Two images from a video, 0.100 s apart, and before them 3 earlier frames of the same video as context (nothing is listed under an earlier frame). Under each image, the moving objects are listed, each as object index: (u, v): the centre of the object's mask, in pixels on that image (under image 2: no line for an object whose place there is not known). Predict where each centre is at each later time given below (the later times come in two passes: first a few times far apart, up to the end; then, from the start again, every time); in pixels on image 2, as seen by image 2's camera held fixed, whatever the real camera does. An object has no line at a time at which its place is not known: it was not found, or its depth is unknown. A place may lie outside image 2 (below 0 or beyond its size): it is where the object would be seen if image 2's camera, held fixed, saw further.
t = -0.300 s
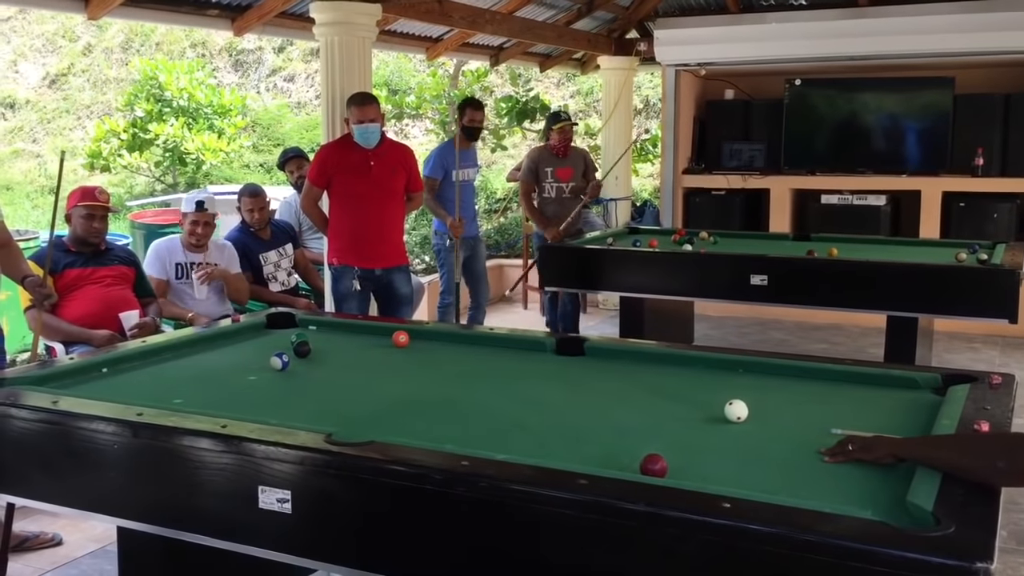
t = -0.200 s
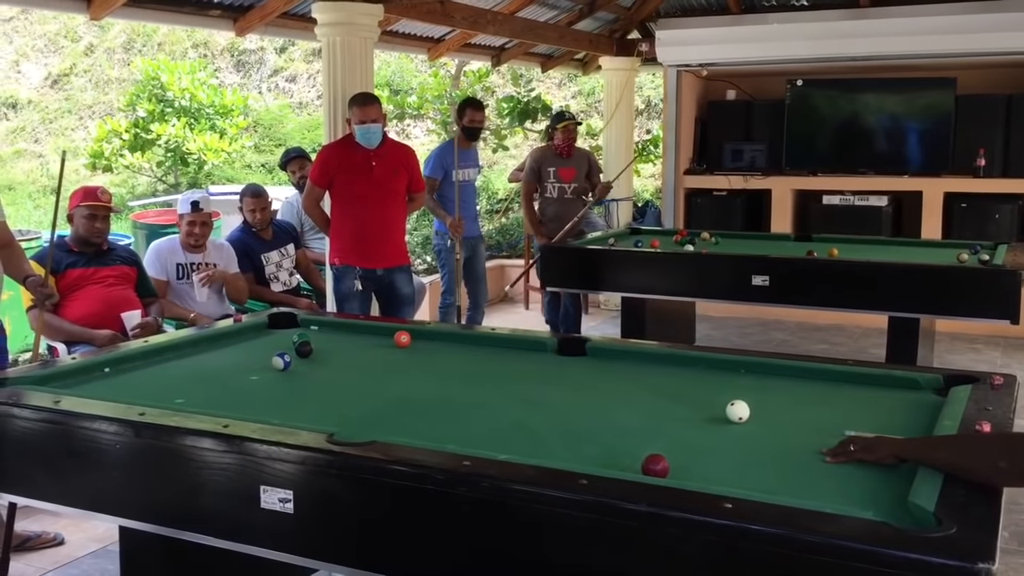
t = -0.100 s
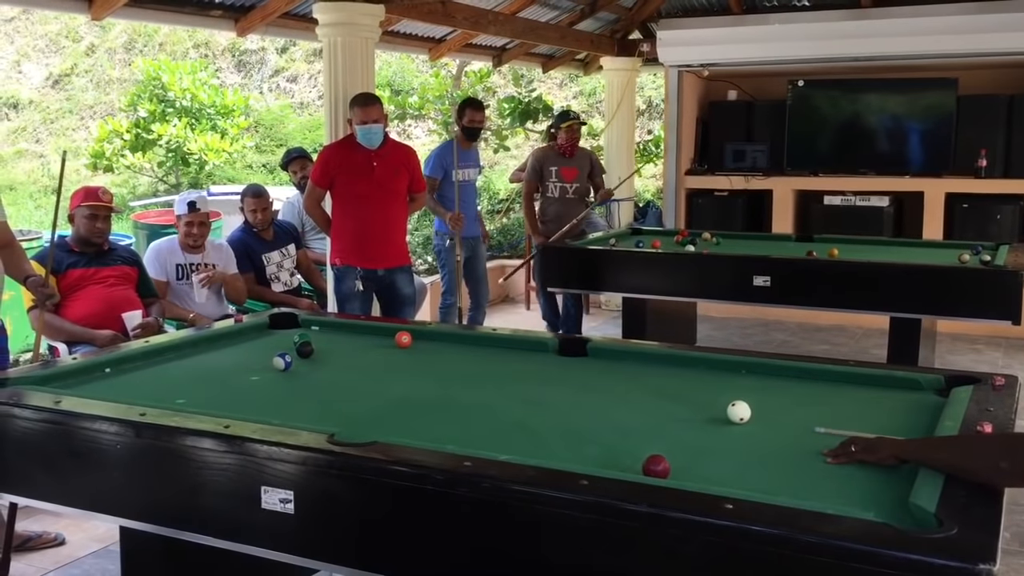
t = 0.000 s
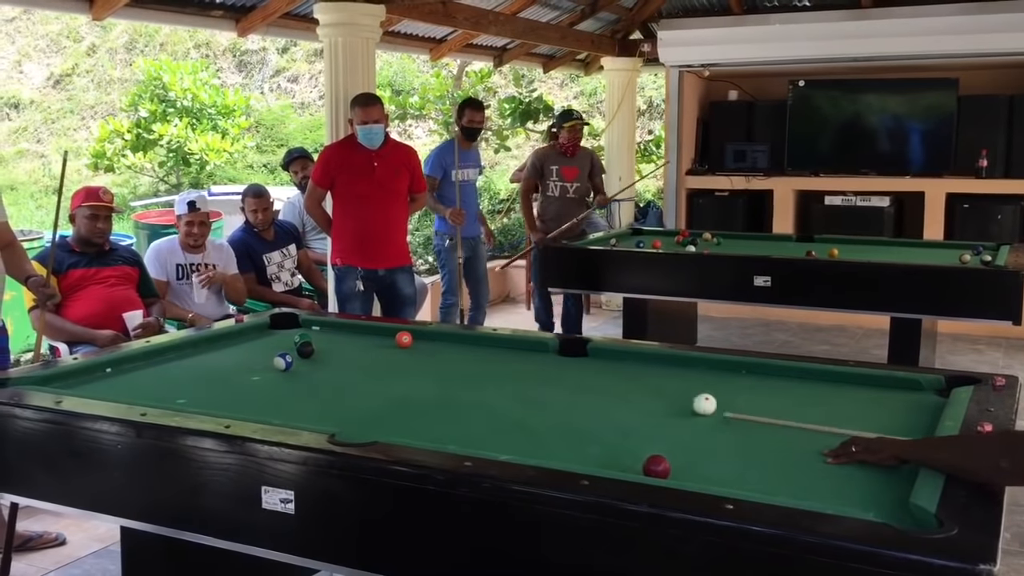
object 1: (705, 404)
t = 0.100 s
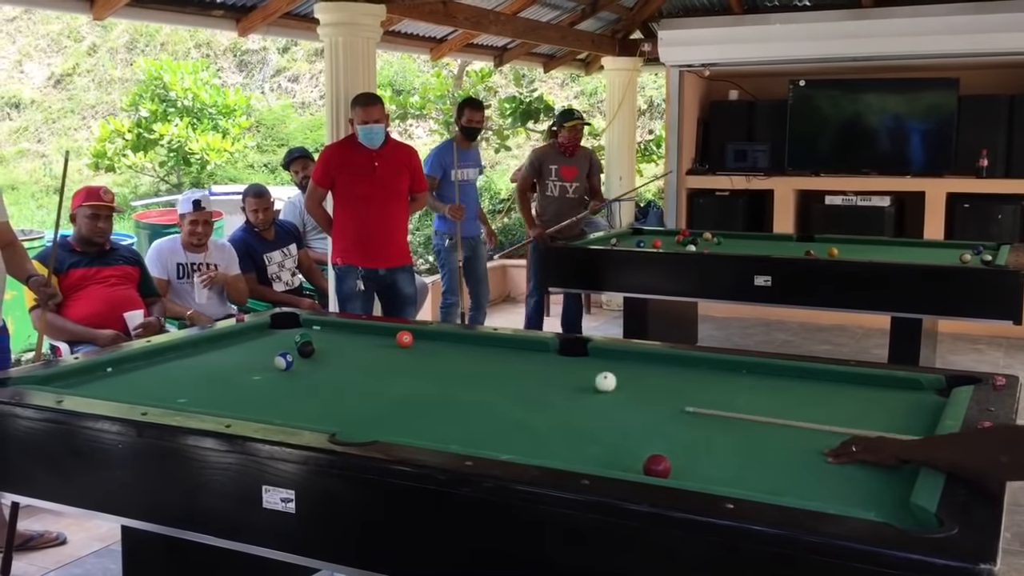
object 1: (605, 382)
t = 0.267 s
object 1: (486, 355)
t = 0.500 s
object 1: (421, 338)
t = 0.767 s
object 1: (427, 335)
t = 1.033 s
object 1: (420, 336)
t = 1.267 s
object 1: (415, 338)
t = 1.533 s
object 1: (410, 339)
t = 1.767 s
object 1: (407, 340)
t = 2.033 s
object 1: (403, 340)
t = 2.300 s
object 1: (401, 341)
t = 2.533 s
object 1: (401, 341)
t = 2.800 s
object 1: (400, 341)
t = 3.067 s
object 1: (401, 341)
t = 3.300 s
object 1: (400, 341)
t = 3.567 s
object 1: (401, 341)
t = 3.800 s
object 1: (401, 341)
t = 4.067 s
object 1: (401, 341)
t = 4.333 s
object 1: (401, 341)
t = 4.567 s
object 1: (401, 341)
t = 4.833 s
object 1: (401, 341)
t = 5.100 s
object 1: (401, 341)
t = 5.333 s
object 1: (401, 341)
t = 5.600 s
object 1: (401, 341)
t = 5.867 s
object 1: (401, 341)
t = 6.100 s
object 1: (401, 341)
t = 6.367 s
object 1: (401, 341)
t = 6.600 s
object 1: (401, 341)
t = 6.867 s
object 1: (401, 341)
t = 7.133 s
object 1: (401, 341)
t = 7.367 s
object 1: (401, 341)
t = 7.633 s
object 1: (401, 341)
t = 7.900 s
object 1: (401, 341)
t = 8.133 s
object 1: (401, 341)
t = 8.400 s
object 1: (401, 341)
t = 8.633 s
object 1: (401, 341)
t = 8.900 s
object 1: (401, 341)
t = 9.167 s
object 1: (401, 341)
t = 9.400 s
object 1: (401, 341)
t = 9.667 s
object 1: (401, 341)
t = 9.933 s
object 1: (401, 341)
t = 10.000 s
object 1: (401, 341)
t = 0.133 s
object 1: (577, 375)
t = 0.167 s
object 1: (552, 370)
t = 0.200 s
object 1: (528, 365)
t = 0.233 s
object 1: (506, 360)
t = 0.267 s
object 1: (486, 355)
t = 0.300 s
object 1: (467, 351)
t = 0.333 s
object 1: (449, 347)
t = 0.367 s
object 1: (433, 344)
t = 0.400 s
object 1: (418, 340)
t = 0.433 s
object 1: (419, 340)
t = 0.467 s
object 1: (420, 339)
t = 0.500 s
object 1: (421, 338)
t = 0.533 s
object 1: (422, 338)
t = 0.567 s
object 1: (423, 337)
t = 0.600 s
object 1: (424, 337)
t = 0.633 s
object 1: (425, 336)
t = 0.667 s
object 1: (426, 335)
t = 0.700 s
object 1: (427, 335)
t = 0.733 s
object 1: (428, 334)
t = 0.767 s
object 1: (427, 335)
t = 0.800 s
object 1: (426, 335)
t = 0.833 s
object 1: (425, 335)
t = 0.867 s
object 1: (424, 335)
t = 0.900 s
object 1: (424, 336)
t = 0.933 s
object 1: (423, 336)
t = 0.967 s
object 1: (422, 336)
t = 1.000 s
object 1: (421, 336)
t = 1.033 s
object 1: (420, 336)
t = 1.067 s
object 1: (420, 337)
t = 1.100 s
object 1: (419, 337)
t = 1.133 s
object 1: (418, 337)
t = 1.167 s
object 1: (418, 337)
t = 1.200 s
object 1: (417, 337)
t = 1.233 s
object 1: (416, 338)
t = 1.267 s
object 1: (415, 338)
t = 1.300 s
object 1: (415, 338)
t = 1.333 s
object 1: (414, 338)
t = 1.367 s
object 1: (413, 338)
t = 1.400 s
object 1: (412, 339)
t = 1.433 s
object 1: (412, 339)
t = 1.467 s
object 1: (411, 339)
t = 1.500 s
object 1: (411, 339)
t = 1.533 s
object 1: (410, 339)
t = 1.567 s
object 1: (410, 339)
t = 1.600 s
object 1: (409, 339)
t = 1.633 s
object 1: (409, 339)
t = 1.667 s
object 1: (408, 340)
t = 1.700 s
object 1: (408, 340)
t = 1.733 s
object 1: (407, 340)
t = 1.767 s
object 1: (407, 340)
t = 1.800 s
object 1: (406, 340)
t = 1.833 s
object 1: (406, 340)
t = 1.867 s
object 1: (405, 340)
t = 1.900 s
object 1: (405, 340)
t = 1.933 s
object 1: (404, 340)
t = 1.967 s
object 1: (404, 340)
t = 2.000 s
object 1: (404, 340)
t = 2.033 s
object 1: (403, 340)
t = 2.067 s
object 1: (403, 340)
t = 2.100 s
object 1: (403, 340)
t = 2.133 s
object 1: (402, 340)
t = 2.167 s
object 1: (402, 340)
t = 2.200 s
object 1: (402, 340)
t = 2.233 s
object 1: (402, 340)
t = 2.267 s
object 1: (401, 341)
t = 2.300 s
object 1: (401, 341)
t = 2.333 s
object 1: (401, 341)
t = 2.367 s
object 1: (401, 341)
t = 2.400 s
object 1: (401, 341)
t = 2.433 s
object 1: (401, 341)
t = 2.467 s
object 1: (400, 341)
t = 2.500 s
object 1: (400, 341)
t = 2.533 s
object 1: (401, 341)
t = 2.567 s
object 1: (401, 341)
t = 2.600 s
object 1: (401, 341)
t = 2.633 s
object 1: (401, 341)
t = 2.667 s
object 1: (400, 341)
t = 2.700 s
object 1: (400, 341)
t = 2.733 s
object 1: (400, 341)
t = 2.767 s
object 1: (400, 341)
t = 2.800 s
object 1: (400, 341)
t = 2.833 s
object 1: (400, 341)
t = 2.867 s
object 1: (400, 341)
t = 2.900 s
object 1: (400, 341)
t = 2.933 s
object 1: (400, 341)
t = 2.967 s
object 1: (401, 340)
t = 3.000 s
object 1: (401, 341)
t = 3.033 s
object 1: (401, 340)
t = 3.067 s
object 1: (401, 341)
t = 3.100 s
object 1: (401, 341)
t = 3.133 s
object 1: (401, 341)
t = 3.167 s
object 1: (401, 341)
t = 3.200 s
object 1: (400, 341)
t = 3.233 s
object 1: (400, 341)
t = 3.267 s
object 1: (400, 341)
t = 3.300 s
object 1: (400, 341)
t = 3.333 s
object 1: (401, 341)
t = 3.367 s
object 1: (400, 341)
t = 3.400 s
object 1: (400, 341)
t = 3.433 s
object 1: (400, 341)
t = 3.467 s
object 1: (400, 341)
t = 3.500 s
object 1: (400, 341)
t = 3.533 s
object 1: (401, 340)
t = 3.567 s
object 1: (401, 341)
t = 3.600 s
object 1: (400, 341)
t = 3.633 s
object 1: (401, 341)
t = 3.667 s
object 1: (401, 341)
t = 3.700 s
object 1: (401, 341)
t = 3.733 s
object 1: (400, 341)
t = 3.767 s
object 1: (400, 341)
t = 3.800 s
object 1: (401, 341)
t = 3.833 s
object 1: (401, 341)
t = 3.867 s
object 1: (401, 341)
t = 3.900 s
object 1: (400, 341)
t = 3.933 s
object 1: (401, 341)
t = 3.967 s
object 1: (401, 341)
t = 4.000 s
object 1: (401, 341)
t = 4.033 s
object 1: (401, 341)
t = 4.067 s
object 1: (401, 341)
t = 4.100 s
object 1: (401, 341)
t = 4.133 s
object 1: (401, 341)
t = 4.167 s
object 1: (401, 341)
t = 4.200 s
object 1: (400, 341)
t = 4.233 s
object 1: (401, 341)
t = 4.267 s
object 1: (401, 341)
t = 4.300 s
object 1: (401, 341)
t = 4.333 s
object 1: (401, 341)
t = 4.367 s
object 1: (401, 341)
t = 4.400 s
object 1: (401, 341)
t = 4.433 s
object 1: (401, 341)
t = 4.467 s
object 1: (401, 341)
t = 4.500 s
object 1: (401, 341)
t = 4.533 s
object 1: (401, 341)
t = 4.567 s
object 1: (401, 341)
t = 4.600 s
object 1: (401, 341)
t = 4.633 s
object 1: (401, 341)
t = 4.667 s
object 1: (401, 341)
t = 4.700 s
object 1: (401, 341)
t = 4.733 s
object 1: (401, 341)
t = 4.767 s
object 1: (401, 341)
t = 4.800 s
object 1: (401, 341)
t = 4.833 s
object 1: (401, 341)
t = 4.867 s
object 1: (401, 341)
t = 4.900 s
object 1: (401, 341)
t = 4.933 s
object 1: (401, 341)
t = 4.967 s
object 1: (401, 341)
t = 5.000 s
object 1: (401, 341)
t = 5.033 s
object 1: (401, 341)
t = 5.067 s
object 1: (401, 341)
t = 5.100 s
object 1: (401, 341)
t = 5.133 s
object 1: (401, 341)
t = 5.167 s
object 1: (401, 341)
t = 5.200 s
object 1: (401, 341)
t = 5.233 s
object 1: (401, 341)
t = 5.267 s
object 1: (401, 341)
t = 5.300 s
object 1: (401, 341)
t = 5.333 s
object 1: (401, 341)
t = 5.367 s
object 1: (401, 341)
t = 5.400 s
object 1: (401, 341)
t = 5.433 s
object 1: (401, 341)
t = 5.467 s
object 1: (401, 341)
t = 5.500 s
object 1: (401, 341)
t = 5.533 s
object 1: (401, 341)
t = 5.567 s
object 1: (401, 341)
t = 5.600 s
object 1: (401, 341)
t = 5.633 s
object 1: (401, 341)
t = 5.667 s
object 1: (401, 341)
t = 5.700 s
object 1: (401, 341)
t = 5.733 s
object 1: (401, 341)
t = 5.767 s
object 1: (401, 341)
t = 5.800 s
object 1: (401, 341)
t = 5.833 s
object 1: (401, 341)
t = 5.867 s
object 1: (401, 341)
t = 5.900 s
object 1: (401, 341)
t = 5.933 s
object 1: (401, 341)
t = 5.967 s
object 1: (401, 341)
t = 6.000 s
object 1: (401, 341)
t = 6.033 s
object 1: (401, 341)
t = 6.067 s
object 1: (401, 341)
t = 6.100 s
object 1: (401, 341)
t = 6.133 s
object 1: (401, 341)
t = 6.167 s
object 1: (401, 341)
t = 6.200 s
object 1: (401, 341)
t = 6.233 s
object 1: (401, 341)
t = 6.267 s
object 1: (401, 341)
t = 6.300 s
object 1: (401, 341)
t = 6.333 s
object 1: (401, 341)
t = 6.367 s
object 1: (401, 341)
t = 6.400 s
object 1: (401, 341)
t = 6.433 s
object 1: (401, 341)
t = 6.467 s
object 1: (401, 341)
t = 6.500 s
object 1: (401, 341)
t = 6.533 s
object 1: (401, 341)
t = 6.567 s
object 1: (401, 341)
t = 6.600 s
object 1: (401, 341)
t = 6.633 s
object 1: (401, 341)
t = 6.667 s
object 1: (401, 341)
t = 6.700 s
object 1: (401, 341)
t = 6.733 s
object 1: (401, 341)
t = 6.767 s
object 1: (401, 341)
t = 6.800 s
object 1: (401, 341)
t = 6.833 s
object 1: (401, 341)
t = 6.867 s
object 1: (401, 341)
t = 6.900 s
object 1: (401, 341)
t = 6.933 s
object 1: (401, 341)
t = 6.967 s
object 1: (401, 341)
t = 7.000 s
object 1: (401, 341)
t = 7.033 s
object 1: (401, 341)
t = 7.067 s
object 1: (401, 341)
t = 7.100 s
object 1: (401, 341)
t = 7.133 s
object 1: (401, 341)
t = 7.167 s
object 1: (401, 341)
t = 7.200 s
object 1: (401, 341)
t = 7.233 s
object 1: (401, 341)
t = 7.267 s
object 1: (401, 341)
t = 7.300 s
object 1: (401, 341)
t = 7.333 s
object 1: (401, 341)
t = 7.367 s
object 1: (401, 341)
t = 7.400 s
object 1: (401, 341)
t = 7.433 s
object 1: (401, 341)
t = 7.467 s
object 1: (401, 341)
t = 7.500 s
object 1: (401, 341)
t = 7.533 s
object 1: (401, 341)
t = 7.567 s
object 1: (401, 341)
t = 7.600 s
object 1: (401, 341)
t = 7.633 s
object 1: (401, 341)
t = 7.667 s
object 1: (401, 341)
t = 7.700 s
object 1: (401, 341)
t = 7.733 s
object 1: (401, 341)
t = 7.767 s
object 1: (401, 341)
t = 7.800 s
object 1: (401, 341)
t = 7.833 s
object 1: (401, 341)
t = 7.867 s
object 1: (401, 341)
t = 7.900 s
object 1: (401, 341)
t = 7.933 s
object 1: (401, 341)
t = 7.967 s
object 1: (401, 341)
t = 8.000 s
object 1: (401, 341)
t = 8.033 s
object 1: (401, 341)
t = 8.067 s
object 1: (401, 341)
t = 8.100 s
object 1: (401, 341)
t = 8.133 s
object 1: (401, 341)
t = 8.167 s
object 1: (401, 341)
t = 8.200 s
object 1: (401, 341)
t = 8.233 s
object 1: (401, 341)
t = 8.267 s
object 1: (401, 341)
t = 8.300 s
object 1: (401, 341)
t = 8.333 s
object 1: (401, 341)
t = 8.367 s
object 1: (401, 341)
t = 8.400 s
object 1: (401, 341)
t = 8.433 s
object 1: (401, 341)
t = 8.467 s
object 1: (401, 341)
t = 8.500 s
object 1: (401, 341)
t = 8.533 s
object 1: (401, 341)
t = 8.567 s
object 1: (401, 341)
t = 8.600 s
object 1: (401, 341)
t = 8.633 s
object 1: (401, 341)
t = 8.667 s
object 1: (401, 341)
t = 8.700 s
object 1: (401, 341)
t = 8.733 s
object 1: (400, 341)
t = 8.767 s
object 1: (401, 341)
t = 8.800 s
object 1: (401, 341)
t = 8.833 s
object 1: (401, 341)
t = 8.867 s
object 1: (401, 341)
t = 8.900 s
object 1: (401, 341)
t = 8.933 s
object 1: (401, 341)
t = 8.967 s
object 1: (401, 341)
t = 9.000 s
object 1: (401, 341)
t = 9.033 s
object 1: (401, 341)
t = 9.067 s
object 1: (401, 341)
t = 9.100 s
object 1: (401, 341)
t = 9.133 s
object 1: (401, 341)
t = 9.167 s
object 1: (401, 341)
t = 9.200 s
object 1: (401, 341)
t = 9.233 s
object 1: (401, 341)
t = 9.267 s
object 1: (401, 341)
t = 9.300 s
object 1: (400, 341)
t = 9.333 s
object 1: (401, 341)
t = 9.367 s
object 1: (401, 341)
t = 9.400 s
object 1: (401, 341)
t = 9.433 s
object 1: (400, 341)
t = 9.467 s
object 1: (401, 341)
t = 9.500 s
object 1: (401, 341)
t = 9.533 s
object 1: (401, 341)
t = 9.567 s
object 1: (401, 341)
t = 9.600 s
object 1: (401, 341)
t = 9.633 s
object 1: (401, 341)
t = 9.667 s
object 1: (401, 341)
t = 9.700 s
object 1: (401, 341)
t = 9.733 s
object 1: (401, 341)
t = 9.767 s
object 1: (401, 341)
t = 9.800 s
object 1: (401, 341)
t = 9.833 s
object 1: (401, 341)
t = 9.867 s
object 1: (401, 341)
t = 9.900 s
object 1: (401, 341)
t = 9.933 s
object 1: (401, 341)
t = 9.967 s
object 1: (401, 341)
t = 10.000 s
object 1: (401, 341)
